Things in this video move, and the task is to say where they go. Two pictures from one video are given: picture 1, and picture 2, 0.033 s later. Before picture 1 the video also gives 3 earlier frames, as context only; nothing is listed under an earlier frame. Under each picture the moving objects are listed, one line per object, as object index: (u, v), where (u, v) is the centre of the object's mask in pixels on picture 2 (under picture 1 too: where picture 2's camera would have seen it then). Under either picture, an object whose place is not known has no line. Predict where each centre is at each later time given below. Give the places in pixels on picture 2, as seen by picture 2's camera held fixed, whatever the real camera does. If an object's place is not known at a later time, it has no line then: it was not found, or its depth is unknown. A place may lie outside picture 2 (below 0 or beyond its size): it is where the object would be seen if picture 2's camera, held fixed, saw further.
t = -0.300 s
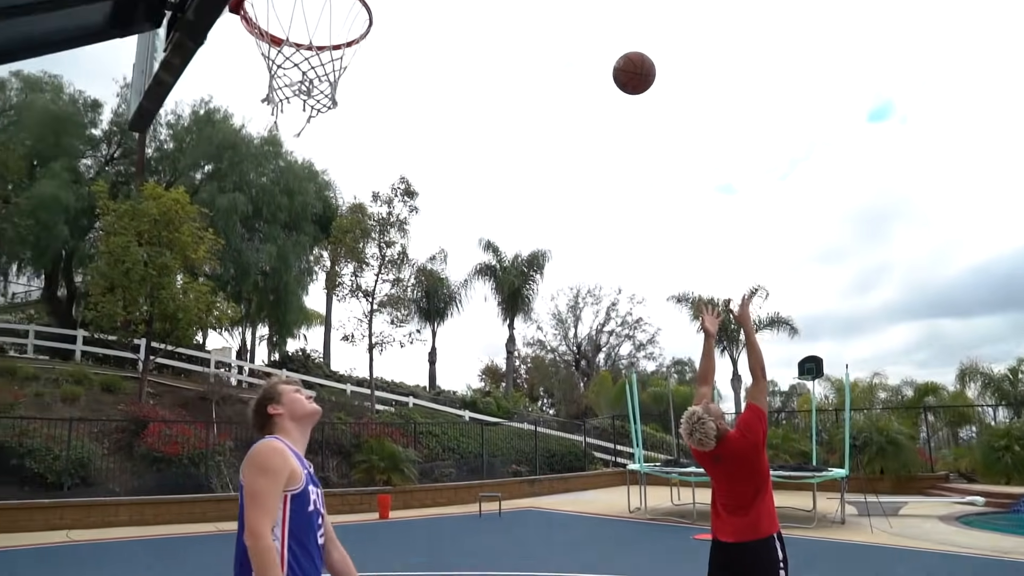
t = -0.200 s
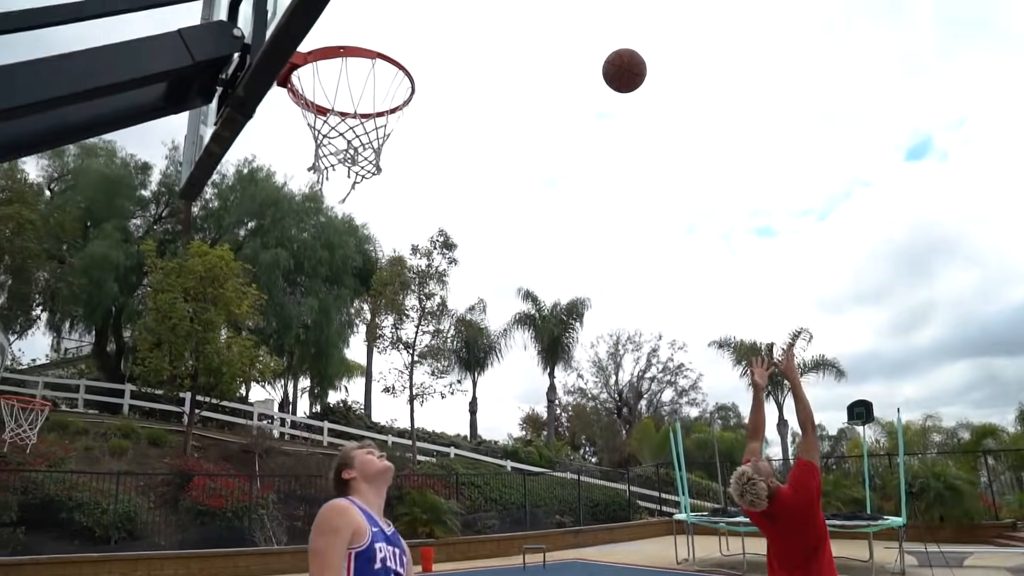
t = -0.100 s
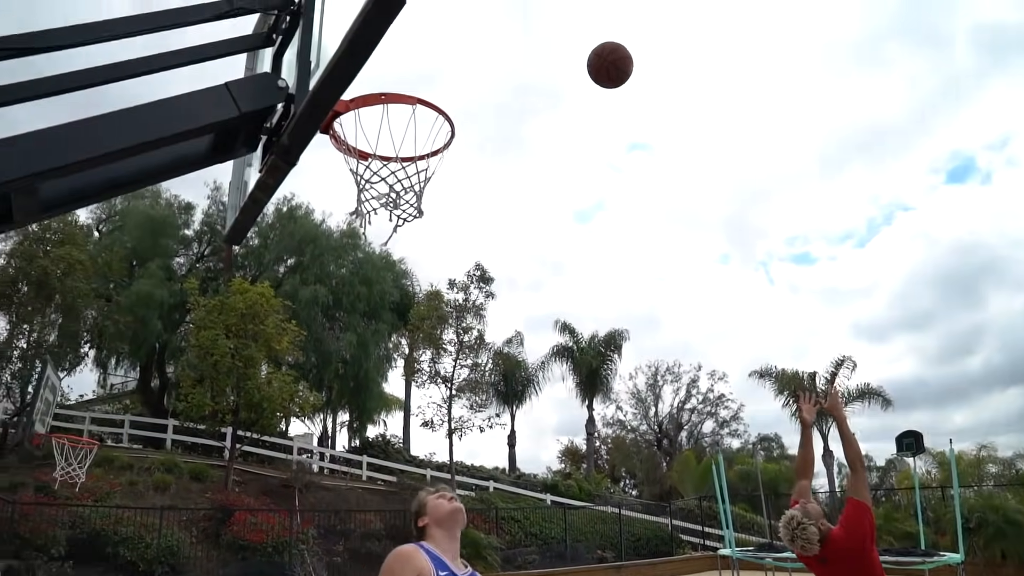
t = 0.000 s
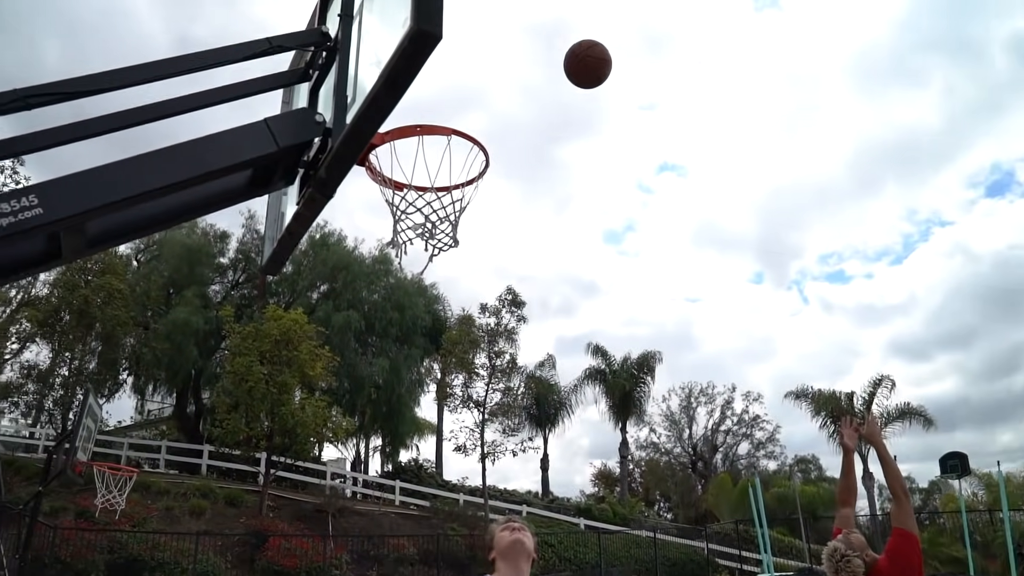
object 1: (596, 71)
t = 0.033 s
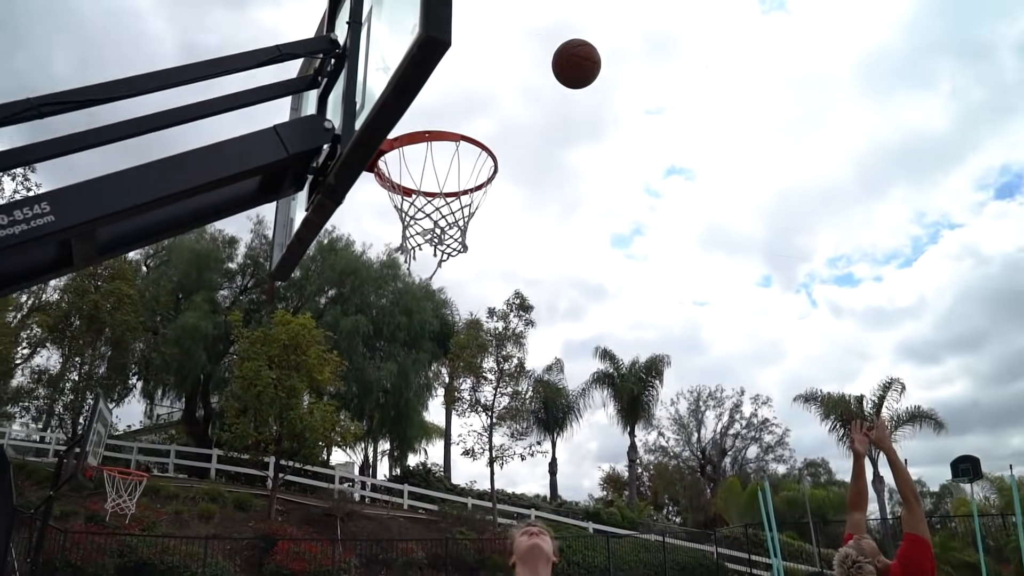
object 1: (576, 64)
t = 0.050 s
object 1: (566, 61)
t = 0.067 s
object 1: (556, 59)
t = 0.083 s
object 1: (546, 58)
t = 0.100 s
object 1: (535, 57)
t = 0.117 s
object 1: (524, 56)
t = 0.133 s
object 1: (513, 56)
